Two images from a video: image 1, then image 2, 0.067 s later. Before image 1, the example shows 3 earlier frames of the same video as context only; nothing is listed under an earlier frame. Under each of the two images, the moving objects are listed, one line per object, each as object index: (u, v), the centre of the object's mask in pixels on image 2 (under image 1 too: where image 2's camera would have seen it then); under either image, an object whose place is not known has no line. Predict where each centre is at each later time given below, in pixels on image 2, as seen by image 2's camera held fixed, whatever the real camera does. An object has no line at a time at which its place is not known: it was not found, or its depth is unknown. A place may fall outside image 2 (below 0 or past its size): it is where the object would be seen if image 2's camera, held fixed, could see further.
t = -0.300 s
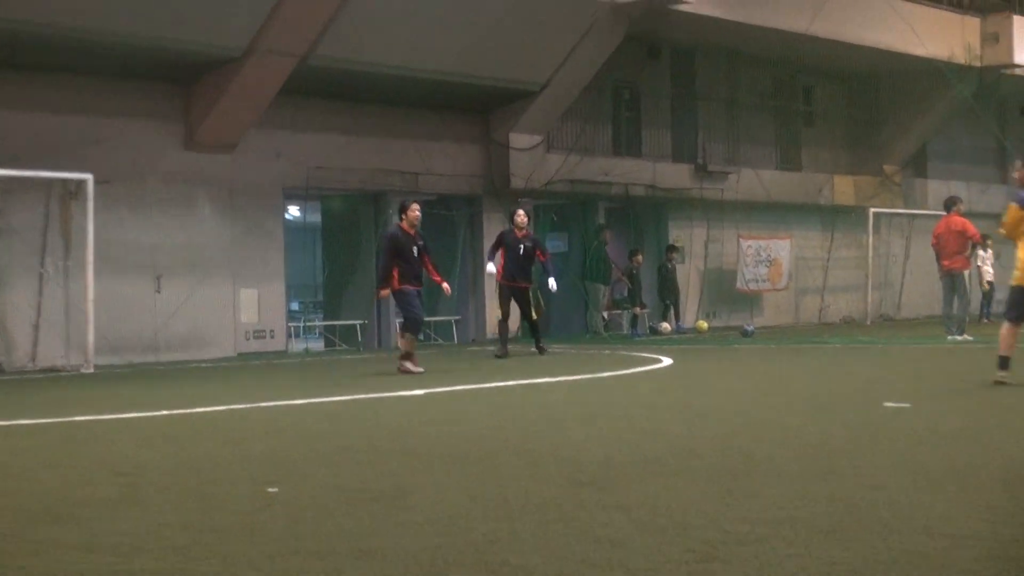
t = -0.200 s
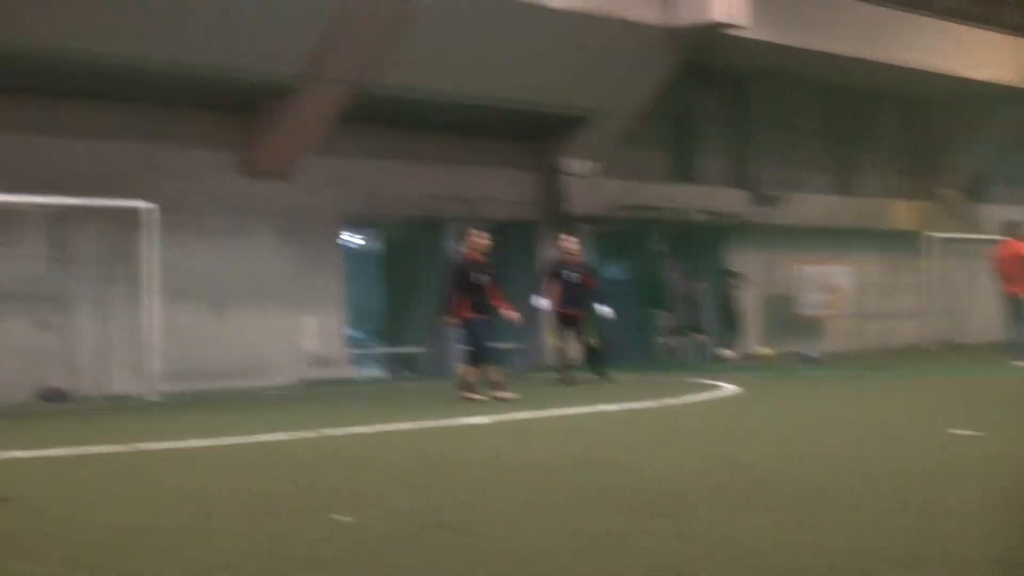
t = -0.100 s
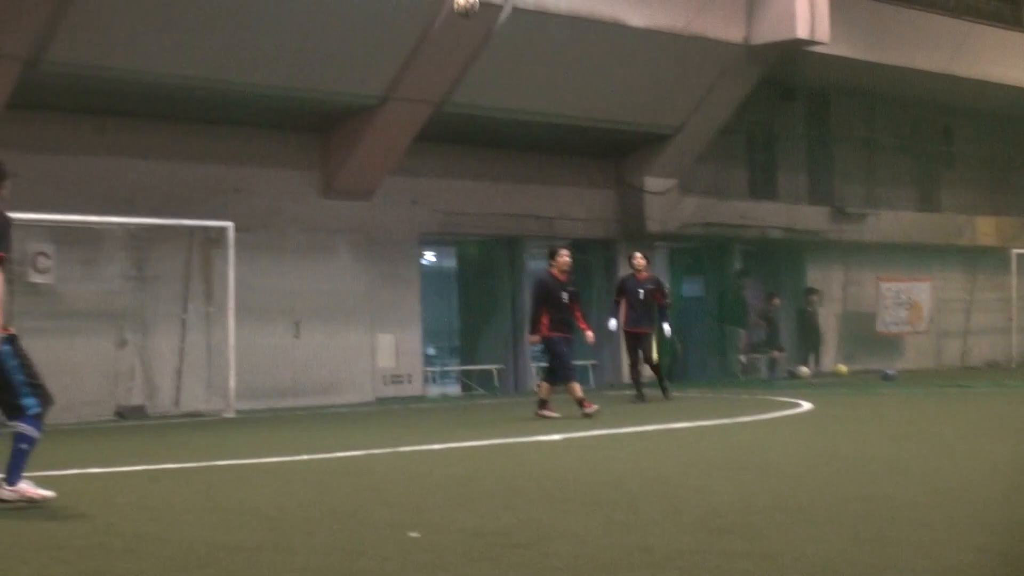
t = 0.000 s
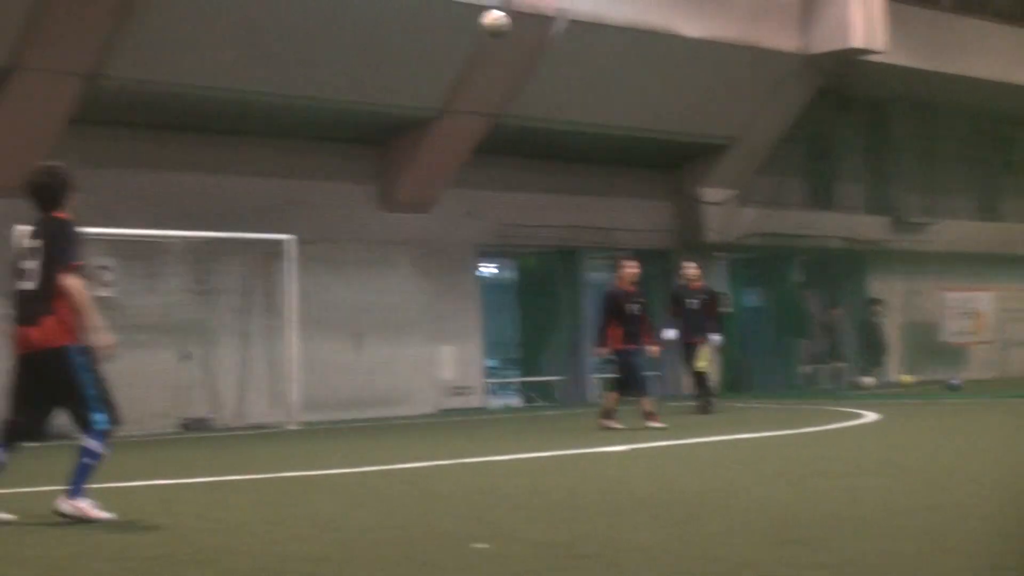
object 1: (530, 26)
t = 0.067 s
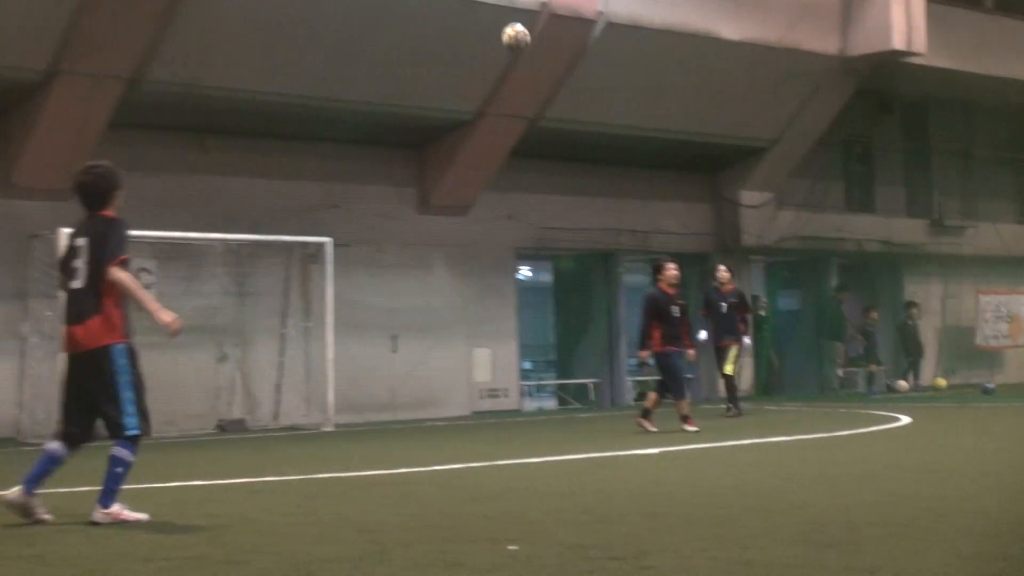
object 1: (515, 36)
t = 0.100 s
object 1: (508, 45)
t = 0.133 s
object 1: (499, 55)
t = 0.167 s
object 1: (489, 67)
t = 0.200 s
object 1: (478, 81)
